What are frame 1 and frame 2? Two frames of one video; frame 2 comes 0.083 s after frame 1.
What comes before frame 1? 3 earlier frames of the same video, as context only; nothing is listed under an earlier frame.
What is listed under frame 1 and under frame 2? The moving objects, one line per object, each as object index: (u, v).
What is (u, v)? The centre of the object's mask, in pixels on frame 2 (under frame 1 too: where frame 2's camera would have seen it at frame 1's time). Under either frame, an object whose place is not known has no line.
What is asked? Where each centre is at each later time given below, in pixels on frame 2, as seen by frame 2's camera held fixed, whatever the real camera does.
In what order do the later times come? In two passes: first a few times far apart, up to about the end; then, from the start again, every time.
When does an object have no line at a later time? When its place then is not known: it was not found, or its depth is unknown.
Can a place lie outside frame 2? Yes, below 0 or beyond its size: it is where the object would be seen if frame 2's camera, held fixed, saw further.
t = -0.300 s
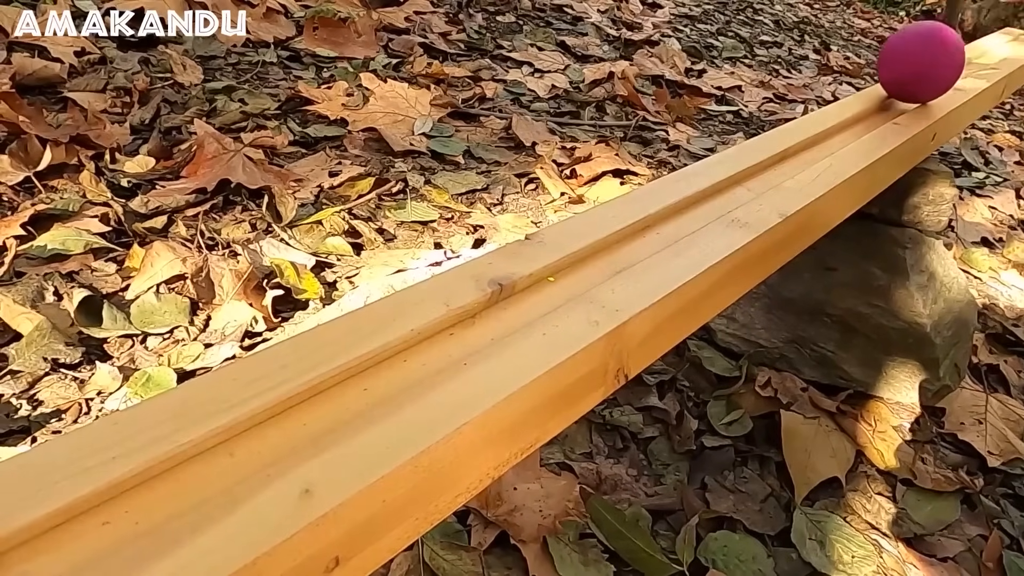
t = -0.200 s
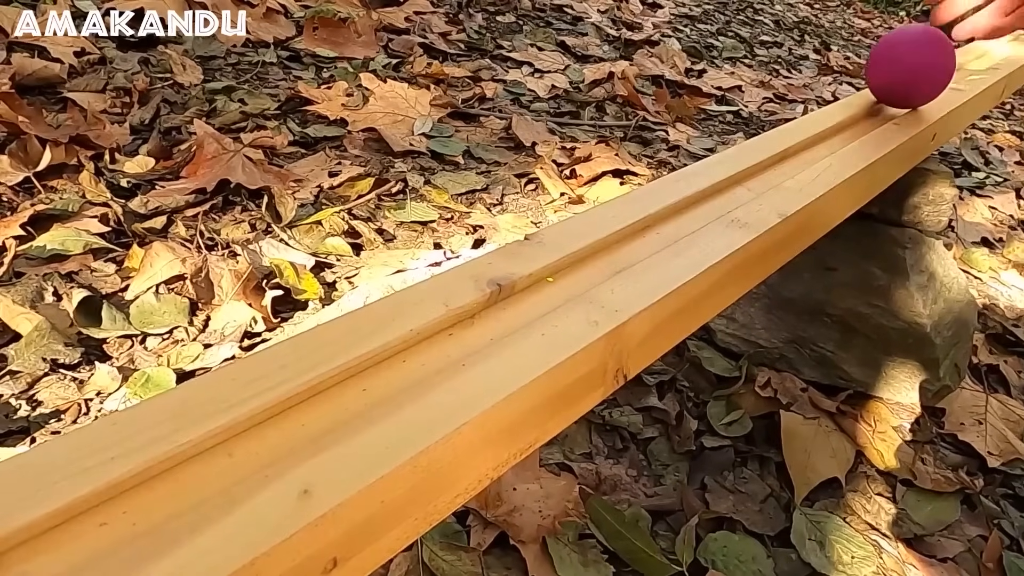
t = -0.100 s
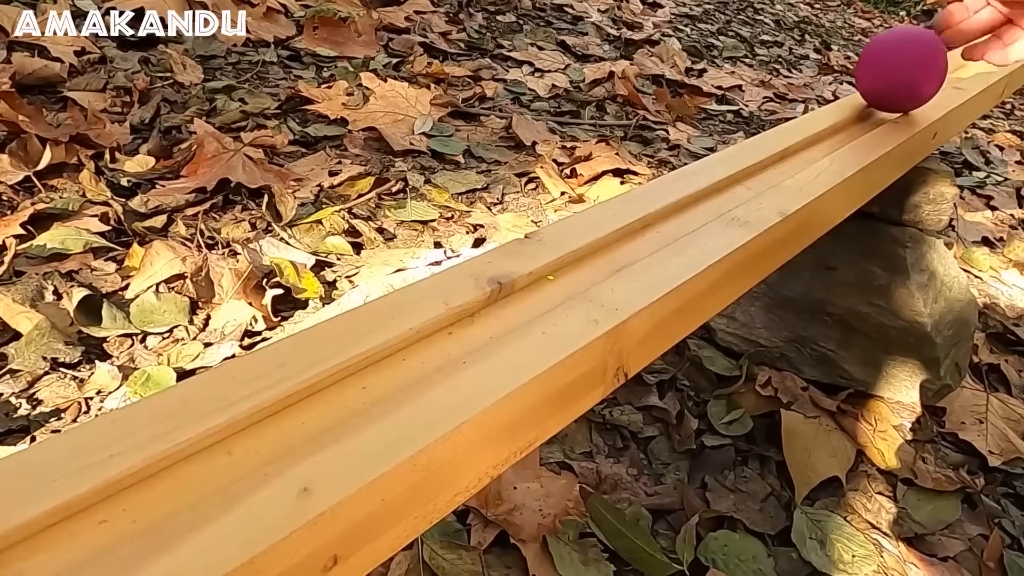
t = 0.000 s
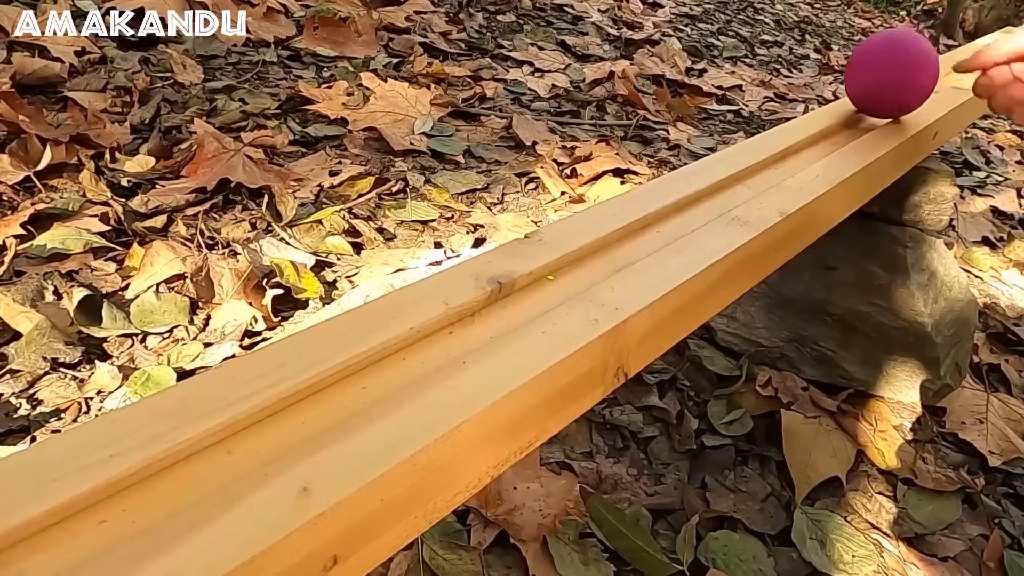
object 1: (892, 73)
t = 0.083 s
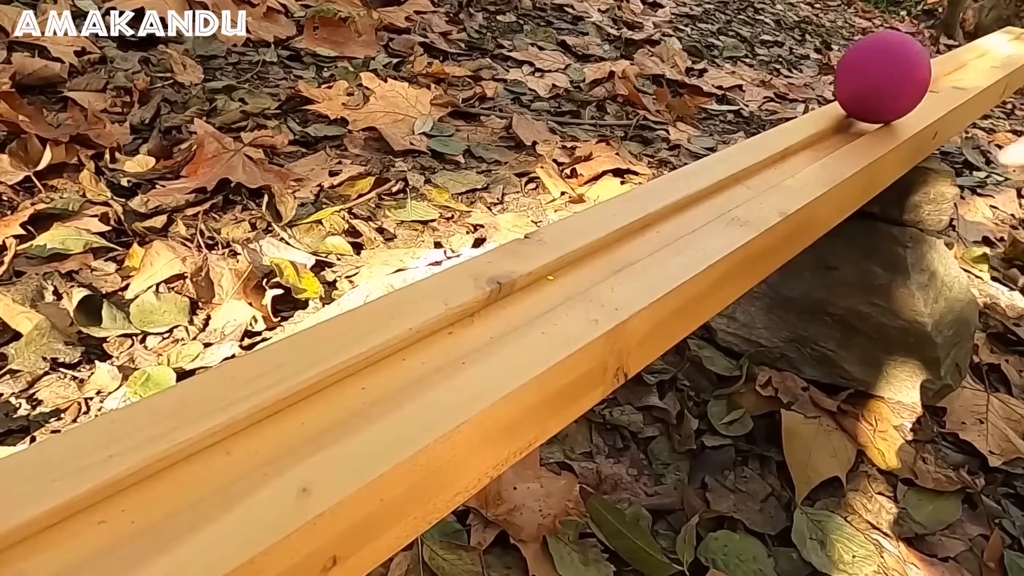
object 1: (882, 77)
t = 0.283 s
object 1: (857, 88)
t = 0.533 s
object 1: (817, 105)
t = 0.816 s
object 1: (763, 128)
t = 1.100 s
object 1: (683, 162)
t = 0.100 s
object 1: (880, 78)
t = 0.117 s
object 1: (879, 79)
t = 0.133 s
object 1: (876, 80)
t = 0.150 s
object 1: (875, 80)
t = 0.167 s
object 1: (873, 81)
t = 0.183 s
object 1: (871, 82)
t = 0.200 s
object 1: (869, 83)
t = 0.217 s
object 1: (866, 84)
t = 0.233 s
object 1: (864, 85)
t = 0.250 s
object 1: (862, 86)
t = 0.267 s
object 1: (859, 87)
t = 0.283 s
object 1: (857, 88)
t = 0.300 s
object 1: (854, 89)
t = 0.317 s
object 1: (852, 90)
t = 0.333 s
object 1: (850, 91)
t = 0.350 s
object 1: (847, 93)
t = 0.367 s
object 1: (845, 94)
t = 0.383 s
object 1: (842, 95)
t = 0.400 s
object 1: (840, 96)
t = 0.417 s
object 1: (837, 97)
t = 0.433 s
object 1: (834, 98)
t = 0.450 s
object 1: (831, 99)
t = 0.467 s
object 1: (828, 100)
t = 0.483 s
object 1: (825, 101)
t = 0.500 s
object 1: (823, 103)
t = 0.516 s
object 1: (821, 104)
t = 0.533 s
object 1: (817, 105)
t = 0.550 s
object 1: (815, 106)
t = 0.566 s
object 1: (812, 108)
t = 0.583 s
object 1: (808, 109)
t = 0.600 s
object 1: (805, 110)
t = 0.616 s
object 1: (803, 112)
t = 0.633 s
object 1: (799, 113)
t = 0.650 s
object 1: (796, 114)
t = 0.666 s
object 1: (793, 116)
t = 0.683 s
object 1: (790, 117)
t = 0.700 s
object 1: (787, 118)
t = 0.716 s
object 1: (783, 120)
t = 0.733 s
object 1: (780, 121)
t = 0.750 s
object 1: (777, 122)
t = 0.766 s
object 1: (773, 123)
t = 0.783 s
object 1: (770, 125)
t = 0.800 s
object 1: (766, 127)
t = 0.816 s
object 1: (763, 128)
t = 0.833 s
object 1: (759, 130)
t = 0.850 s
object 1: (755, 131)
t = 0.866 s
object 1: (750, 133)
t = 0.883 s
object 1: (746, 135)
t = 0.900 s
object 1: (742, 137)
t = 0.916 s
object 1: (737, 138)
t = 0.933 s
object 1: (733, 141)
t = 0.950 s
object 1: (728, 142)
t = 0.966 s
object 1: (724, 145)
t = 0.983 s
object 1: (719, 147)
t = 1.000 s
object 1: (714, 149)
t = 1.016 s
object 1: (709, 151)
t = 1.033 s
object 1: (704, 153)
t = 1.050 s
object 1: (699, 155)
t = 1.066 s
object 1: (694, 157)
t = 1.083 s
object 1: (689, 159)
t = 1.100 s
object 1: (683, 162)
